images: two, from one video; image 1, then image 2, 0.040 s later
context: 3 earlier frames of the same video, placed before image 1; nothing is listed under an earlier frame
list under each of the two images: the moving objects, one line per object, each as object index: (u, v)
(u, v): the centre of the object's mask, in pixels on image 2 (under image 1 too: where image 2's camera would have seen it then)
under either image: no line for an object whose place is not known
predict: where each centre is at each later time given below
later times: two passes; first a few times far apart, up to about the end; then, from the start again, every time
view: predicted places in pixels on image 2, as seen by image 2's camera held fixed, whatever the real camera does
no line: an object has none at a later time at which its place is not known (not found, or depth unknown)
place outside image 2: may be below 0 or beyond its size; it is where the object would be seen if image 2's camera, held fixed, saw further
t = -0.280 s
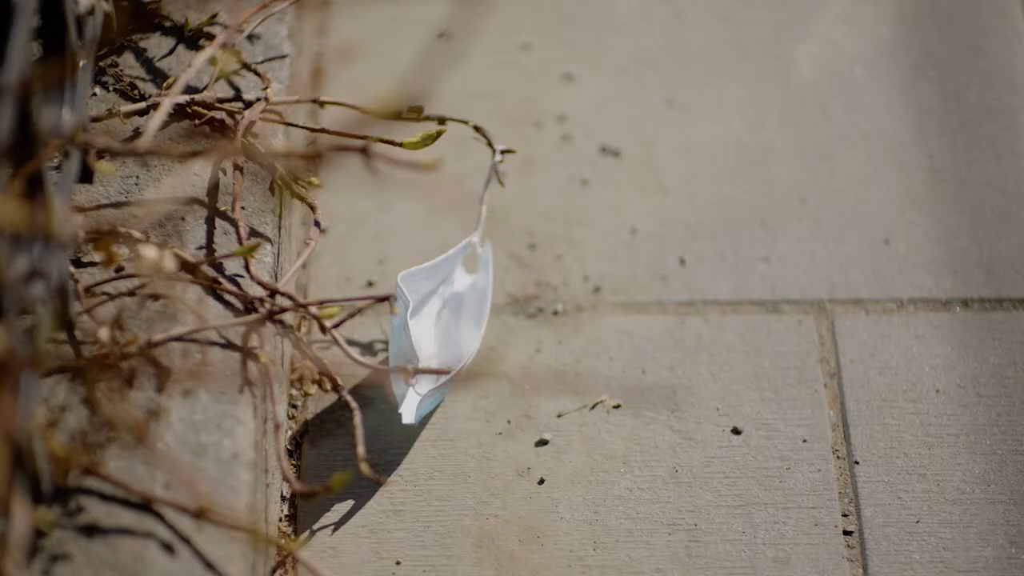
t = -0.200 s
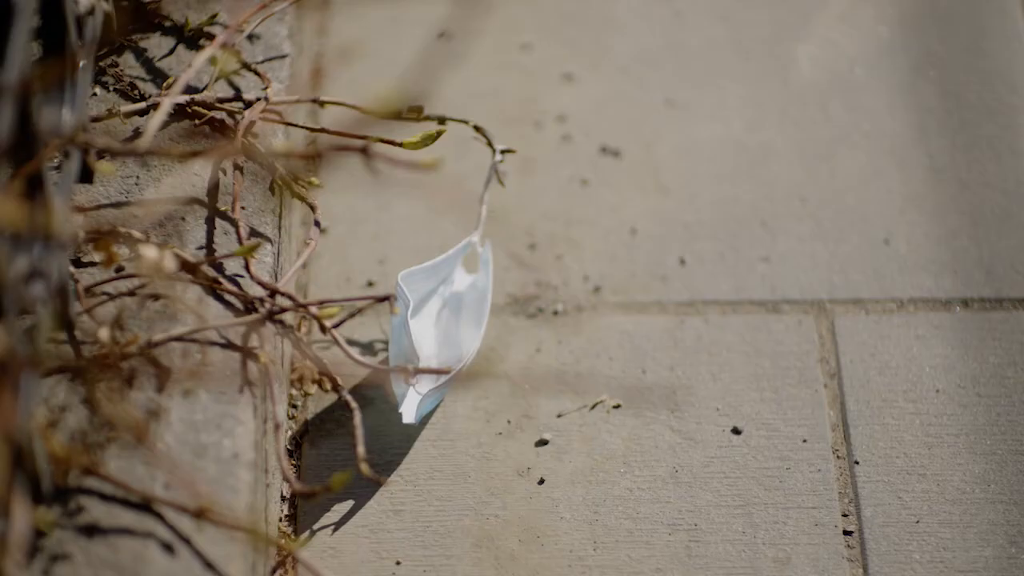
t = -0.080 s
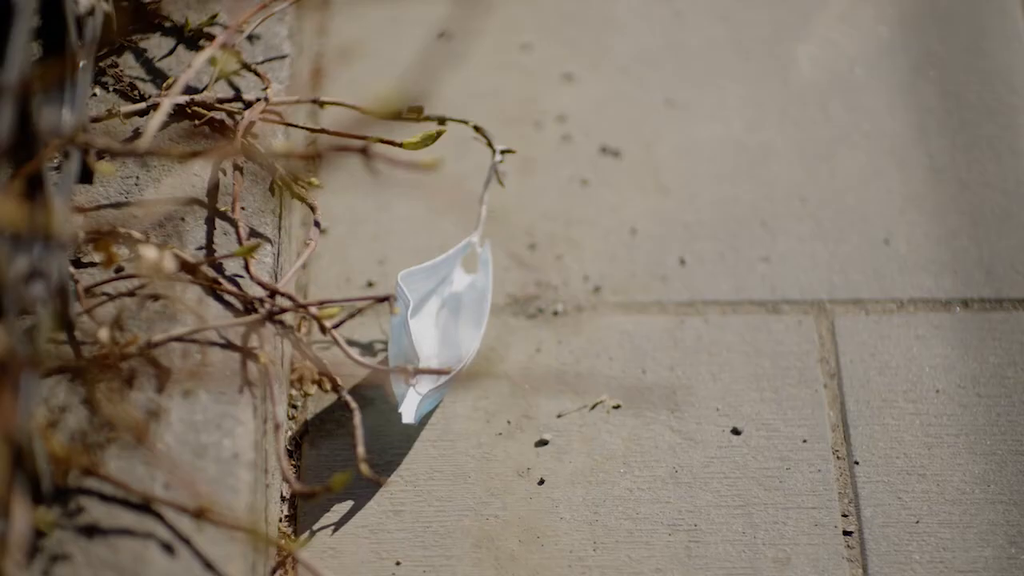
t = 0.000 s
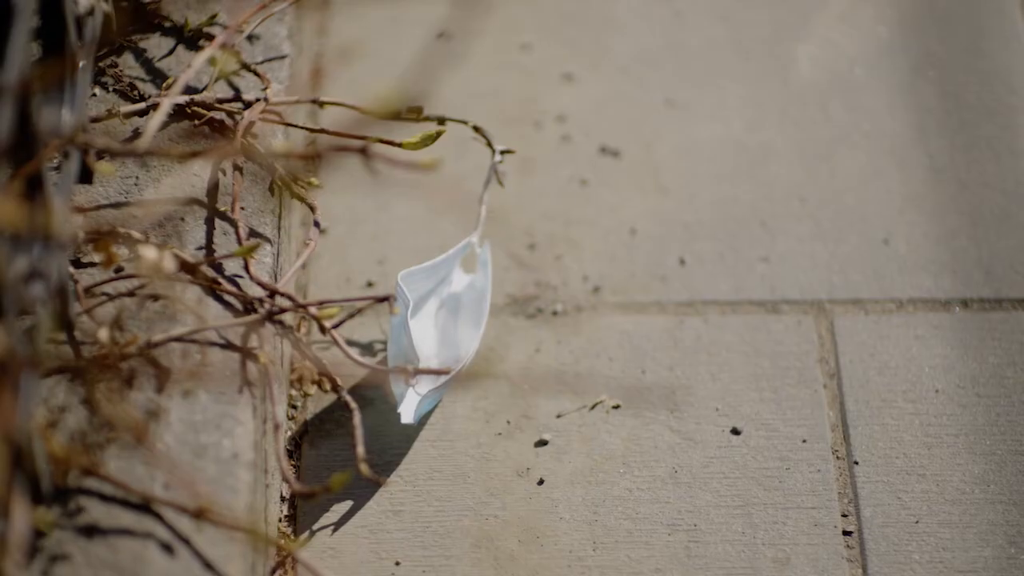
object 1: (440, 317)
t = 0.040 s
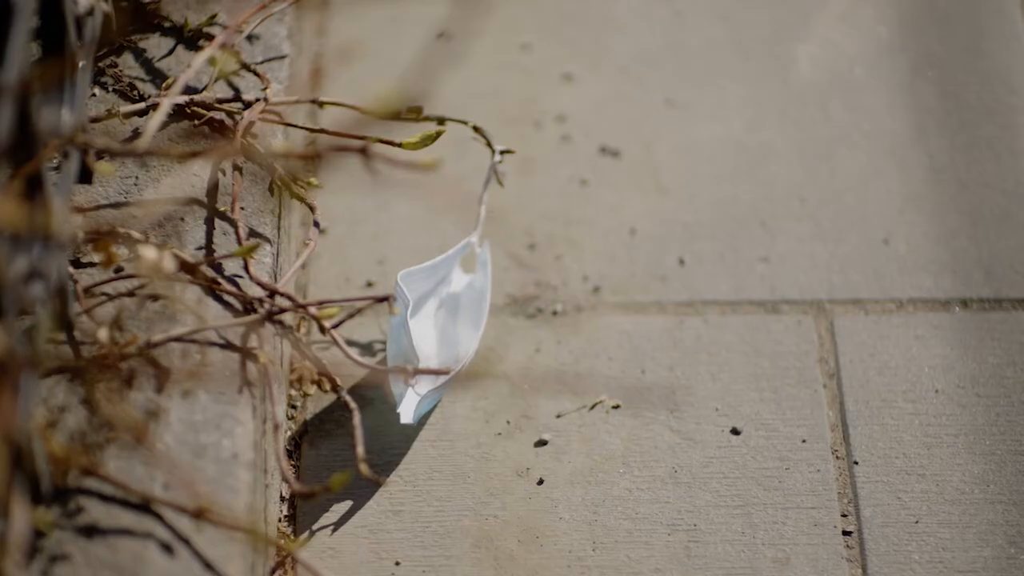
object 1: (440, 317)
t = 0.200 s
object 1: (439, 317)
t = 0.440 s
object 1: (439, 317)
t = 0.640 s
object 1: (439, 317)
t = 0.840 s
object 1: (439, 317)
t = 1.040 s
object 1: (440, 318)
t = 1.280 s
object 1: (442, 318)
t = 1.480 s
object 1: (443, 318)
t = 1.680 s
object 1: (444, 318)
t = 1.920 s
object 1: (446, 318)
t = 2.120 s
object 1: (448, 318)
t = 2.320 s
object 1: (449, 319)
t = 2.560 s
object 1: (450, 319)
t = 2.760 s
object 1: (449, 320)
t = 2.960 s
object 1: (449, 319)
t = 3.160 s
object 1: (449, 320)
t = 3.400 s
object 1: (452, 320)
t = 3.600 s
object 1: (456, 321)
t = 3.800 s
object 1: (461, 323)
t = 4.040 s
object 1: (472, 324)
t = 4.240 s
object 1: (478, 324)
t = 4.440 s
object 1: (474, 324)
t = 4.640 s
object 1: (468, 324)
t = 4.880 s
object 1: (459, 320)
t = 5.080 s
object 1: (449, 320)
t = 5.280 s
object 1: (441, 318)
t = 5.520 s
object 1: (437, 317)
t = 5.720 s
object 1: (434, 316)
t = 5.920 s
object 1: (434, 302)
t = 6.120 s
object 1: (434, 303)
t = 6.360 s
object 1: (448, 321)
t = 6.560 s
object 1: (465, 322)
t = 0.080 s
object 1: (440, 318)
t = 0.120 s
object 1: (440, 317)
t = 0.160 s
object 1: (439, 317)
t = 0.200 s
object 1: (439, 317)
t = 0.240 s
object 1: (439, 317)
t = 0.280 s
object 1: (439, 317)
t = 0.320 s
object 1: (439, 317)
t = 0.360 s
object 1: (439, 317)
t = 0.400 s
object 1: (439, 317)
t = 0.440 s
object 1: (439, 317)
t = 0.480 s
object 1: (439, 317)
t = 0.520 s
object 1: (439, 317)
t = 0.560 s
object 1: (439, 317)
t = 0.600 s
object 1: (439, 317)
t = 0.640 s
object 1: (439, 317)
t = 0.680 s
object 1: (439, 317)
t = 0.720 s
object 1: (439, 317)
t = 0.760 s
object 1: (439, 317)
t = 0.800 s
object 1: (439, 317)
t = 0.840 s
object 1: (439, 317)
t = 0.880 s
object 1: (440, 317)
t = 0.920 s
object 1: (440, 317)
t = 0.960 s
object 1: (440, 318)
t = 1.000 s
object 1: (440, 318)
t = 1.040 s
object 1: (440, 318)
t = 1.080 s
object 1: (440, 318)
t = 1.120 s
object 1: (441, 318)
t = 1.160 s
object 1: (441, 318)
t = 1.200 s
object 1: (441, 318)
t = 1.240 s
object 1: (441, 318)
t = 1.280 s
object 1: (442, 318)
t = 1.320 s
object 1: (442, 318)
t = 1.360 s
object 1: (442, 318)
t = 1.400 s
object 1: (442, 318)
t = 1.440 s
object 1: (443, 318)
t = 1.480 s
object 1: (443, 318)
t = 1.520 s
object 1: (443, 318)
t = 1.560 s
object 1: (444, 318)
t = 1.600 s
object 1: (444, 318)
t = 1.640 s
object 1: (444, 318)
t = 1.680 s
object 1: (444, 318)
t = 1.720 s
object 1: (445, 318)
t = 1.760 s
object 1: (445, 318)
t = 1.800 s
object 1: (445, 318)
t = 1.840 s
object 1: (446, 318)
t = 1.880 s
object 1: (446, 318)
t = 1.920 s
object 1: (446, 318)
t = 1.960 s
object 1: (446, 318)
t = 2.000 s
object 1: (447, 319)
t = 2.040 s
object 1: (447, 319)
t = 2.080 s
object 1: (447, 318)
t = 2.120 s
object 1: (448, 318)
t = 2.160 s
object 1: (448, 318)
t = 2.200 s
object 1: (448, 319)
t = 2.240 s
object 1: (448, 319)
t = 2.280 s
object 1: (448, 319)
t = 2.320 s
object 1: (449, 319)
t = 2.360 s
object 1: (449, 319)
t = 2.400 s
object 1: (449, 319)
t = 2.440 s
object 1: (449, 319)
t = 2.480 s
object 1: (449, 319)
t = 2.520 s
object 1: (450, 319)
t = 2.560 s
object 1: (450, 319)
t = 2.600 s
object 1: (450, 320)
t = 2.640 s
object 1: (450, 320)
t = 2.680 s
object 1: (450, 320)
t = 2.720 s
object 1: (449, 320)
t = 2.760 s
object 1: (449, 320)
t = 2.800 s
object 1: (450, 320)
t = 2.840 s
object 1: (449, 320)
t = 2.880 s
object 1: (449, 320)
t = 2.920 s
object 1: (449, 320)
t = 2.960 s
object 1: (449, 319)
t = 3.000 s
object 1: (449, 320)
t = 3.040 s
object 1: (449, 319)
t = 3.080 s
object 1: (449, 320)
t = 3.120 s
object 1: (449, 319)
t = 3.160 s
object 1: (449, 320)
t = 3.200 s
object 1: (449, 320)
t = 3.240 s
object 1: (450, 320)
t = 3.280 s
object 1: (450, 320)
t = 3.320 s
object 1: (451, 320)
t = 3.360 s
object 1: (451, 320)
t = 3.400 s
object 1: (452, 320)
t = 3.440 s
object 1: (452, 321)
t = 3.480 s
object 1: (453, 320)
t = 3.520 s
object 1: (454, 321)
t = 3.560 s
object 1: (455, 321)
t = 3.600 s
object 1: (456, 321)
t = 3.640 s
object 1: (457, 321)
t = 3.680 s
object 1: (458, 322)
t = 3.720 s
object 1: (459, 322)
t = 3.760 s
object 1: (461, 322)
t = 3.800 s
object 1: (461, 323)
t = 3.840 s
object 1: (463, 323)
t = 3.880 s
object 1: (465, 323)
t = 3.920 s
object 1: (467, 324)
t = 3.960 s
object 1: (469, 323)
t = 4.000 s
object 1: (471, 323)
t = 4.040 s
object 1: (472, 324)
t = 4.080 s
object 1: (474, 324)
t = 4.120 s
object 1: (476, 324)
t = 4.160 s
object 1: (477, 324)
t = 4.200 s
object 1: (478, 324)
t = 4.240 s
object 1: (478, 324)
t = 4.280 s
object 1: (478, 325)
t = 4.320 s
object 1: (478, 325)
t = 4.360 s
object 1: (476, 324)
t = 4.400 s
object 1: (475, 324)
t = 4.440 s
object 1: (474, 324)
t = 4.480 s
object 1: (473, 324)
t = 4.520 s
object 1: (472, 324)
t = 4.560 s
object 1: (470, 325)
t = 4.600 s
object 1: (469, 324)
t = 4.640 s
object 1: (468, 324)
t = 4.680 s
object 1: (467, 323)
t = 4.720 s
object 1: (465, 324)
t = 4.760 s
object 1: (464, 322)
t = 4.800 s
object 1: (463, 322)
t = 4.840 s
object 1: (461, 321)
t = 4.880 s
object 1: (459, 320)
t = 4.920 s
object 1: (457, 321)
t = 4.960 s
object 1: (455, 321)
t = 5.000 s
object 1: (453, 321)
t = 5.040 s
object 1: (451, 321)
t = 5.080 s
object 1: (449, 320)
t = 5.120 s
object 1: (447, 320)
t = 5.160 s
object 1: (445, 319)
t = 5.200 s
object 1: (444, 319)
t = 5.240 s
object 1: (443, 318)
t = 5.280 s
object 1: (441, 318)
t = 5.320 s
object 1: (440, 317)
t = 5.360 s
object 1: (439, 318)
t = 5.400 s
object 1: (439, 317)
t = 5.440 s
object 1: (438, 318)
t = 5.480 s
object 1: (438, 317)
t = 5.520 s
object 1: (437, 317)
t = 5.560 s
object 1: (436, 317)
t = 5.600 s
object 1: (436, 317)
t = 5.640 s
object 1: (435, 317)
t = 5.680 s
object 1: (435, 317)
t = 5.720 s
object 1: (434, 316)
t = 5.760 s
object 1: (434, 315)
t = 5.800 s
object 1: (433, 315)
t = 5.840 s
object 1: (432, 315)
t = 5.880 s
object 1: (435, 303)
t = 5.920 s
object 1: (434, 302)
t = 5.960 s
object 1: (433, 302)
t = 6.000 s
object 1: (432, 302)
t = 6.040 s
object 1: (432, 302)
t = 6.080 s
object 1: (433, 302)
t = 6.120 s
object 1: (434, 303)
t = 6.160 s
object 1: (436, 303)
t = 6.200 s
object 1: (433, 318)
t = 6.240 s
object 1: (436, 319)
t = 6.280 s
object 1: (440, 320)
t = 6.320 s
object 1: (444, 320)
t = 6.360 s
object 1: (448, 321)
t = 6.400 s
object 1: (452, 321)
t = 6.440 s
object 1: (456, 321)
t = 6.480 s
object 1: (460, 322)
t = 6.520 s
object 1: (463, 322)
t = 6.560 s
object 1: (465, 322)
